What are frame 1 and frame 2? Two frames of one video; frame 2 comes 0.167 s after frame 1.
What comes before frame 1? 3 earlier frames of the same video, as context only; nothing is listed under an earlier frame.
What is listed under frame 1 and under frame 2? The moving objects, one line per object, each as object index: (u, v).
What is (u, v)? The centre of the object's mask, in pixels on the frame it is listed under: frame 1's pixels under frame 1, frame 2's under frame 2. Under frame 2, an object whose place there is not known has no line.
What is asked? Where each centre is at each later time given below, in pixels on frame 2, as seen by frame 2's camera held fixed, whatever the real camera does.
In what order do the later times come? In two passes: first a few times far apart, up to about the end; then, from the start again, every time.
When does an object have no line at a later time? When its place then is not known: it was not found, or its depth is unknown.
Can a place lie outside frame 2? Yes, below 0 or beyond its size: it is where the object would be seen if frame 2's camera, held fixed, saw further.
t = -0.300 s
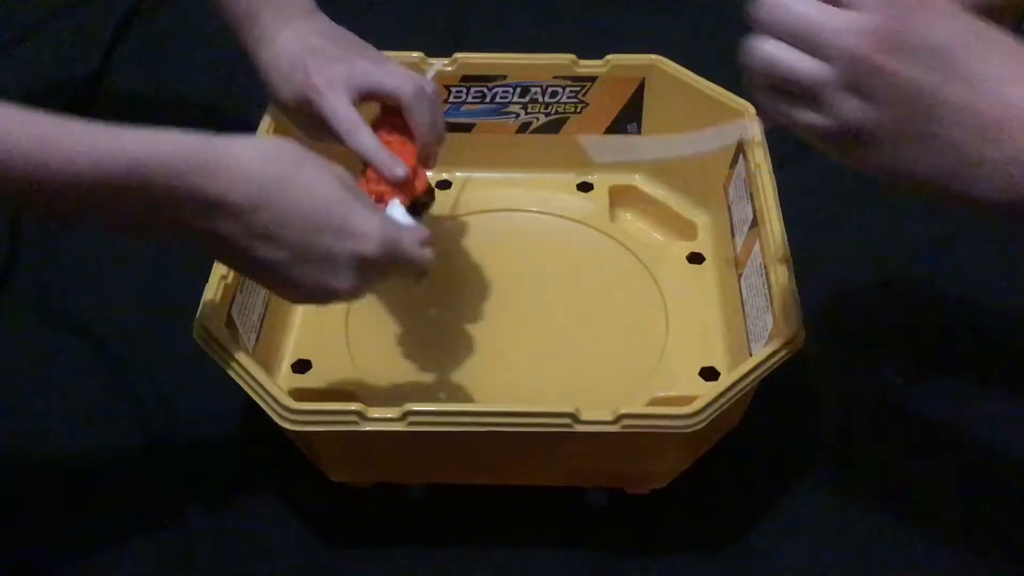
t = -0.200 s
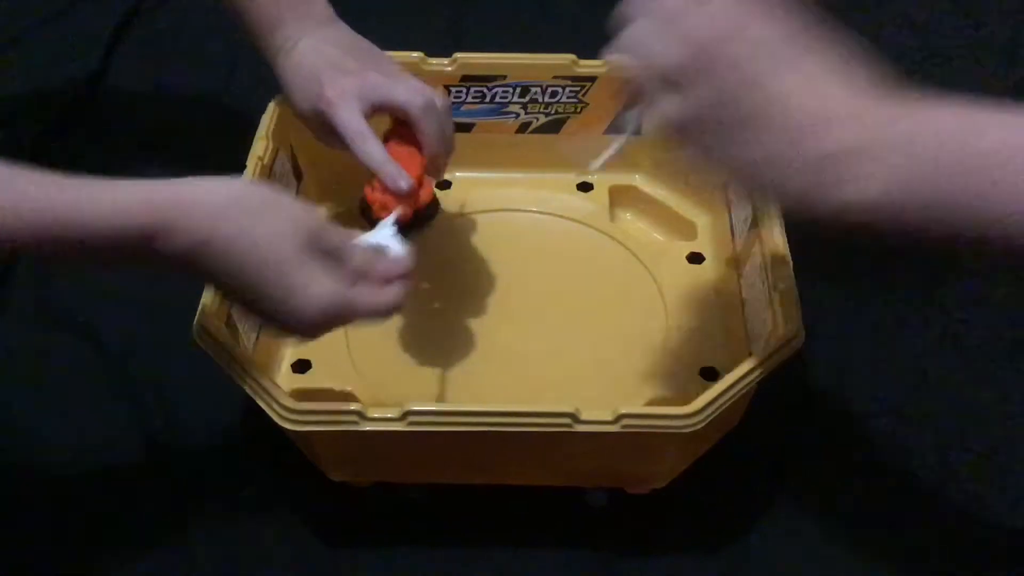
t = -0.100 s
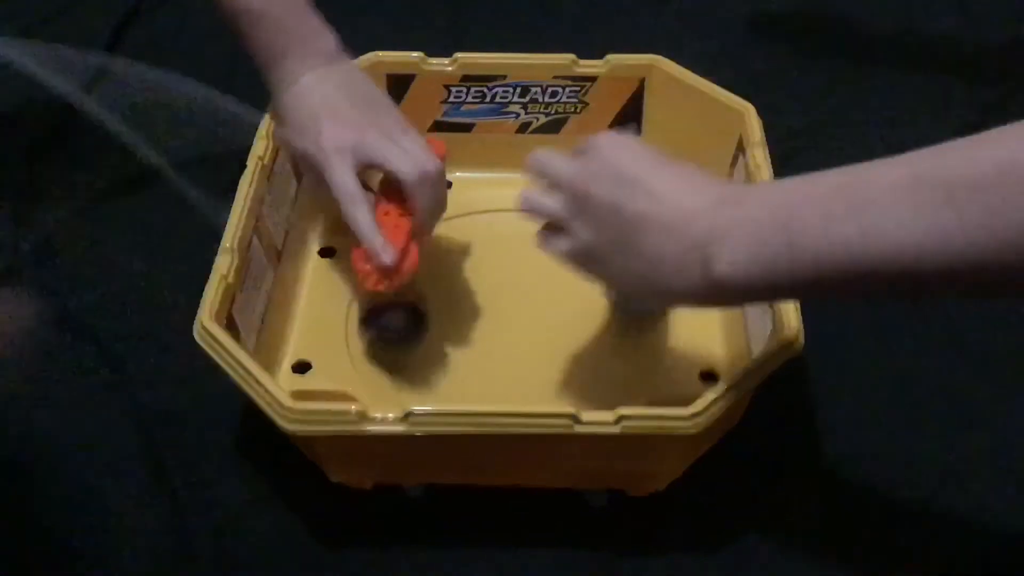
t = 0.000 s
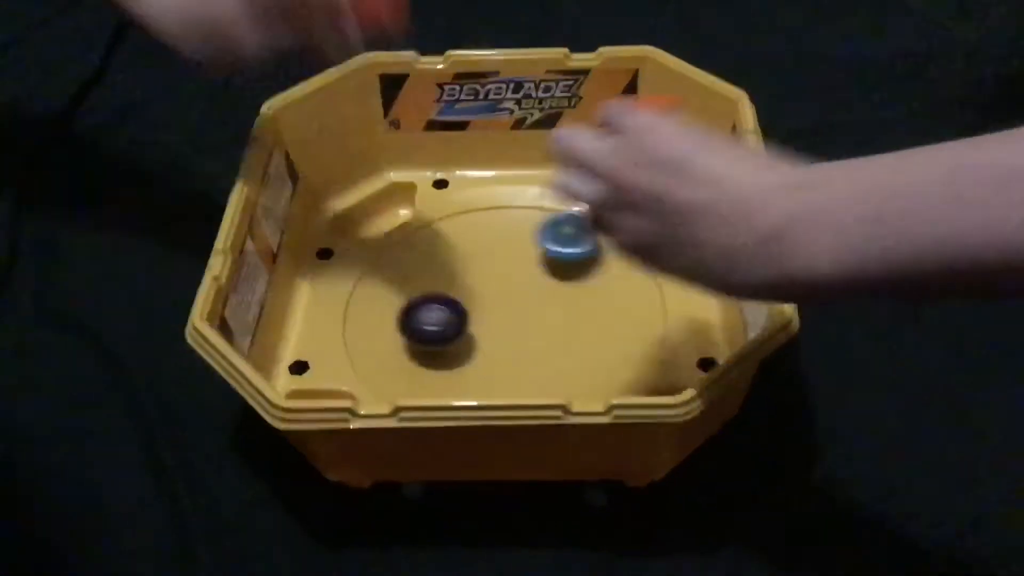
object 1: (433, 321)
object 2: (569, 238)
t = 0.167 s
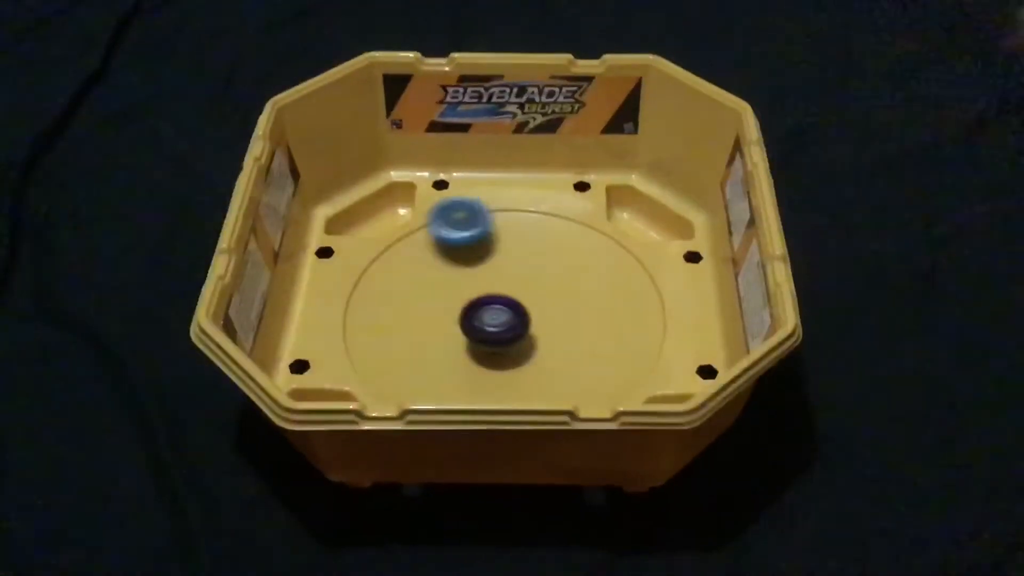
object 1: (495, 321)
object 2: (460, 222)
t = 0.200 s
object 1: (499, 319)
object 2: (439, 228)
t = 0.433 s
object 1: (472, 298)
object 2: (384, 327)
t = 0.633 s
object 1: (441, 319)
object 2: (500, 379)
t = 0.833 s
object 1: (501, 333)
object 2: (602, 314)
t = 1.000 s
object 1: (530, 281)
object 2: (575, 233)
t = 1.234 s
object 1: (440, 291)
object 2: (490, 170)
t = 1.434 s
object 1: (439, 327)
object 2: (473, 168)
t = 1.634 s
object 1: (487, 339)
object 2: (468, 184)
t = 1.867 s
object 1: (525, 304)
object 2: (444, 254)
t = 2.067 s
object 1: (549, 271)
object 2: (450, 312)
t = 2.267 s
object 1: (537, 240)
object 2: (516, 342)
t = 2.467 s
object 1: (502, 235)
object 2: (569, 321)
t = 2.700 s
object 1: (476, 268)
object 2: (572, 285)
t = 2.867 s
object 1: (475, 300)
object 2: (553, 271)
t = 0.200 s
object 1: (499, 319)
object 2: (439, 228)
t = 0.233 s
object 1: (500, 317)
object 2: (420, 238)
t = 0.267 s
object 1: (500, 314)
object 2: (405, 250)
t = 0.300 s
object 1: (498, 311)
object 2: (392, 264)
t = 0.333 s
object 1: (494, 307)
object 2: (383, 279)
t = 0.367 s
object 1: (488, 303)
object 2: (379, 295)
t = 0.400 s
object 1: (481, 300)
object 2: (379, 311)
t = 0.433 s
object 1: (472, 298)
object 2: (384, 327)
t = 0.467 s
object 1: (463, 297)
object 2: (394, 342)
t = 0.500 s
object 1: (455, 298)
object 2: (409, 355)
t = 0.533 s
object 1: (448, 302)
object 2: (427, 368)
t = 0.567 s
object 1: (443, 307)
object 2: (450, 376)
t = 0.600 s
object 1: (441, 313)
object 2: (473, 378)
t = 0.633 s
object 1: (441, 319)
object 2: (500, 379)
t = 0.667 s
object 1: (444, 326)
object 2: (526, 378)
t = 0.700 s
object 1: (452, 332)
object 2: (548, 372)
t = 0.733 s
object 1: (462, 336)
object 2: (567, 359)
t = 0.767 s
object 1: (474, 338)
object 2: (583, 346)
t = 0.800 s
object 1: (488, 338)
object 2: (594, 330)
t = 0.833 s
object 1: (501, 333)
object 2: (602, 314)
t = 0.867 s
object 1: (512, 326)
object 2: (605, 297)
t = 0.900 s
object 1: (522, 317)
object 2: (604, 280)
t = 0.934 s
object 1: (528, 305)
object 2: (599, 264)
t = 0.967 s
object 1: (531, 293)
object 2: (589, 248)
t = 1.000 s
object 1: (530, 281)
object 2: (575, 233)
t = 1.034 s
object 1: (526, 270)
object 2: (558, 222)
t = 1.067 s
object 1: (512, 266)
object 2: (544, 206)
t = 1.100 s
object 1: (489, 273)
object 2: (534, 185)
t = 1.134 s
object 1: (470, 276)
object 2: (521, 176)
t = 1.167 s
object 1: (456, 282)
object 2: (508, 177)
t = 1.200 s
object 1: (446, 287)
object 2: (498, 175)
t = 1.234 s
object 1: (440, 291)
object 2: (490, 170)
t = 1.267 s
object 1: (436, 297)
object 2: (484, 169)
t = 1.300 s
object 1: (433, 303)
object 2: (478, 169)
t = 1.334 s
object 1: (432, 310)
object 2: (475, 169)
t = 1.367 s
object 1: (433, 315)
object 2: (473, 170)
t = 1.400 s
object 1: (435, 321)
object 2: (472, 169)
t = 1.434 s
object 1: (439, 327)
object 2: (473, 168)
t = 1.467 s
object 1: (445, 331)
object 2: (475, 169)
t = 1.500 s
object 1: (452, 335)
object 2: (476, 171)
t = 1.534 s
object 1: (460, 338)
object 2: (475, 173)
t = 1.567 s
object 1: (469, 340)
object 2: (473, 177)
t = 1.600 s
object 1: (478, 340)
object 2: (470, 181)
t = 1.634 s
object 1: (487, 339)
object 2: (468, 184)
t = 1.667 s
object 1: (496, 337)
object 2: (466, 189)
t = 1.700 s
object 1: (504, 333)
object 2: (464, 195)
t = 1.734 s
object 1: (511, 329)
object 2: (460, 208)
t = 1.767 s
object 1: (516, 324)
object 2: (455, 219)
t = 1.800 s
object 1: (520, 317)
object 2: (449, 232)
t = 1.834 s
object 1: (523, 311)
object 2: (445, 243)
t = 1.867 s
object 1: (525, 304)
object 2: (444, 254)
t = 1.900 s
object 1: (526, 298)
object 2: (446, 266)
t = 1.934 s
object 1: (525, 292)
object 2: (449, 277)
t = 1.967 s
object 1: (527, 286)
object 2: (451, 287)
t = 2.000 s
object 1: (538, 282)
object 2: (445, 295)
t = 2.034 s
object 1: (546, 277)
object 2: (445, 303)
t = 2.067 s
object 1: (549, 271)
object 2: (450, 312)
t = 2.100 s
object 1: (550, 266)
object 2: (458, 320)
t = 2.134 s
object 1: (549, 260)
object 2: (467, 328)
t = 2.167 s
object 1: (547, 255)
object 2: (478, 334)
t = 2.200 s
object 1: (544, 250)
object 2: (490, 338)
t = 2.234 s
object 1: (541, 244)
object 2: (503, 341)
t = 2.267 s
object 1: (537, 240)
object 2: (516, 342)
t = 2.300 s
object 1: (532, 237)
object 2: (528, 341)
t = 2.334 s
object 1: (527, 235)
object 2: (540, 339)
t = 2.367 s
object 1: (521, 234)
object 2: (549, 335)
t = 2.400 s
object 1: (515, 233)
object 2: (557, 331)
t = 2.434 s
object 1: (508, 234)
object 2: (564, 326)
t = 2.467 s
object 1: (502, 235)
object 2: (569, 321)
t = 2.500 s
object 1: (496, 238)
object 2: (574, 315)
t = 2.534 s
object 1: (491, 242)
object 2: (577, 310)
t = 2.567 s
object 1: (486, 246)
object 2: (579, 304)
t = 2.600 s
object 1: (482, 250)
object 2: (579, 299)
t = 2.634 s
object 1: (479, 256)
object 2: (578, 294)
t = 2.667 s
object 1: (477, 262)
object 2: (575, 289)
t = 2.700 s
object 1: (476, 268)
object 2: (572, 285)
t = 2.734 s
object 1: (476, 275)
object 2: (567, 281)
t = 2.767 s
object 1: (478, 281)
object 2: (562, 278)
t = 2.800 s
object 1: (480, 287)
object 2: (555, 277)
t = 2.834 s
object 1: (482, 293)
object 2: (549, 275)
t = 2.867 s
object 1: (475, 300)
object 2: (553, 271)
